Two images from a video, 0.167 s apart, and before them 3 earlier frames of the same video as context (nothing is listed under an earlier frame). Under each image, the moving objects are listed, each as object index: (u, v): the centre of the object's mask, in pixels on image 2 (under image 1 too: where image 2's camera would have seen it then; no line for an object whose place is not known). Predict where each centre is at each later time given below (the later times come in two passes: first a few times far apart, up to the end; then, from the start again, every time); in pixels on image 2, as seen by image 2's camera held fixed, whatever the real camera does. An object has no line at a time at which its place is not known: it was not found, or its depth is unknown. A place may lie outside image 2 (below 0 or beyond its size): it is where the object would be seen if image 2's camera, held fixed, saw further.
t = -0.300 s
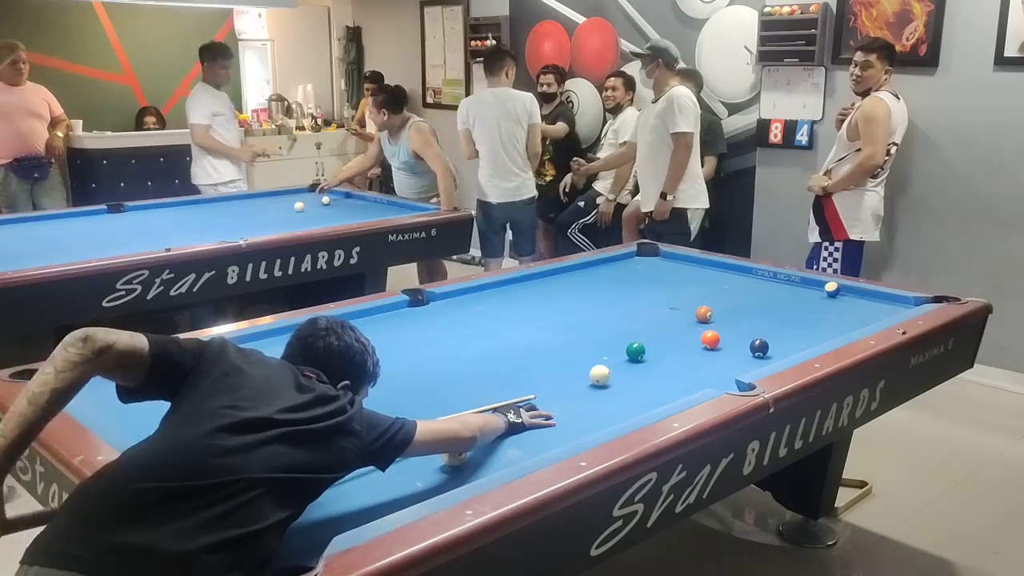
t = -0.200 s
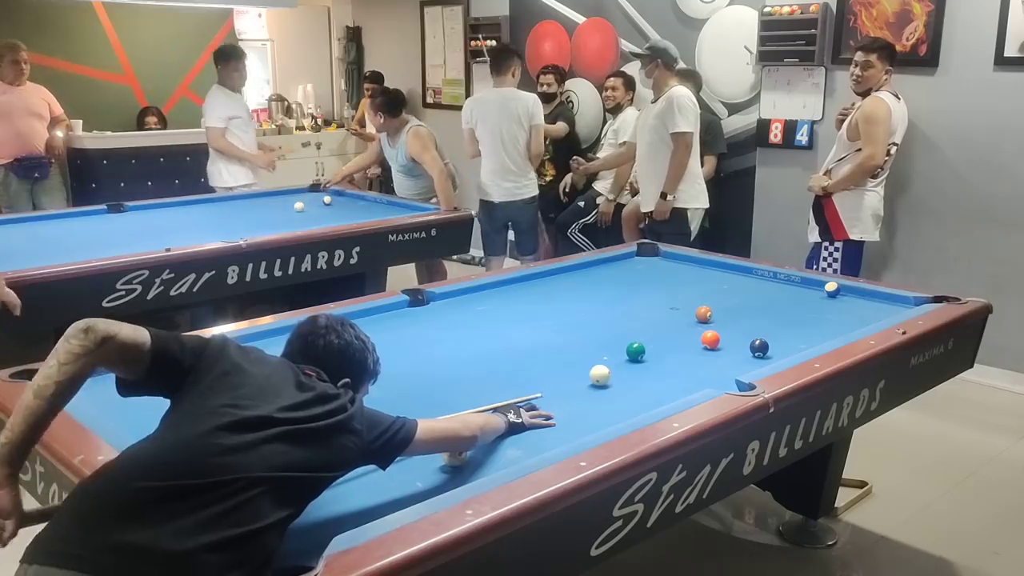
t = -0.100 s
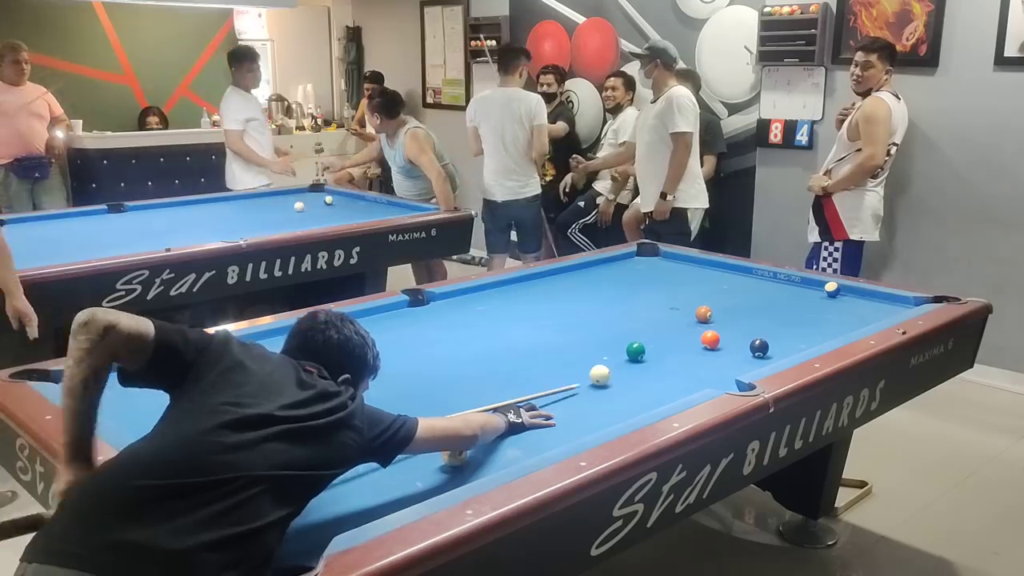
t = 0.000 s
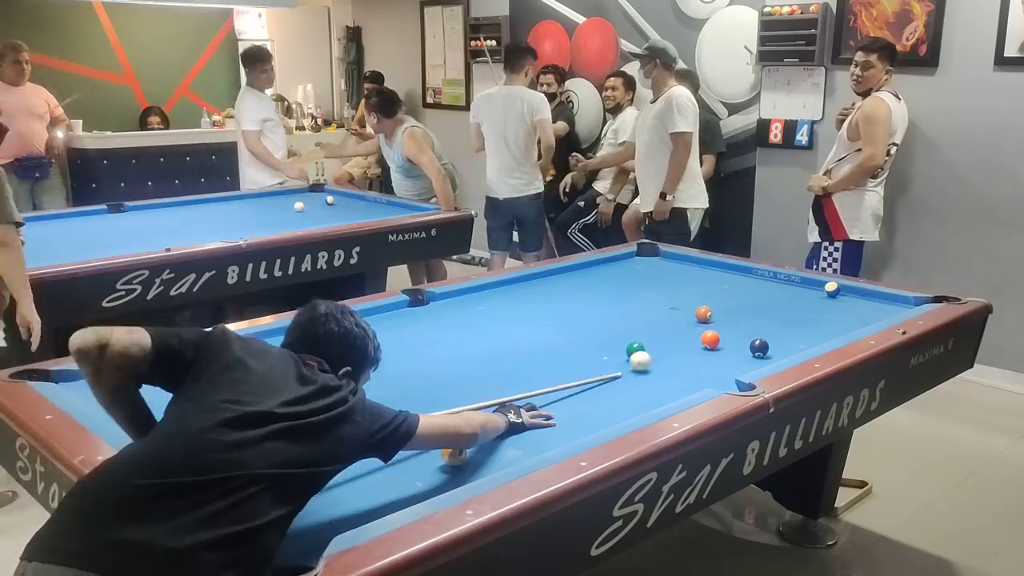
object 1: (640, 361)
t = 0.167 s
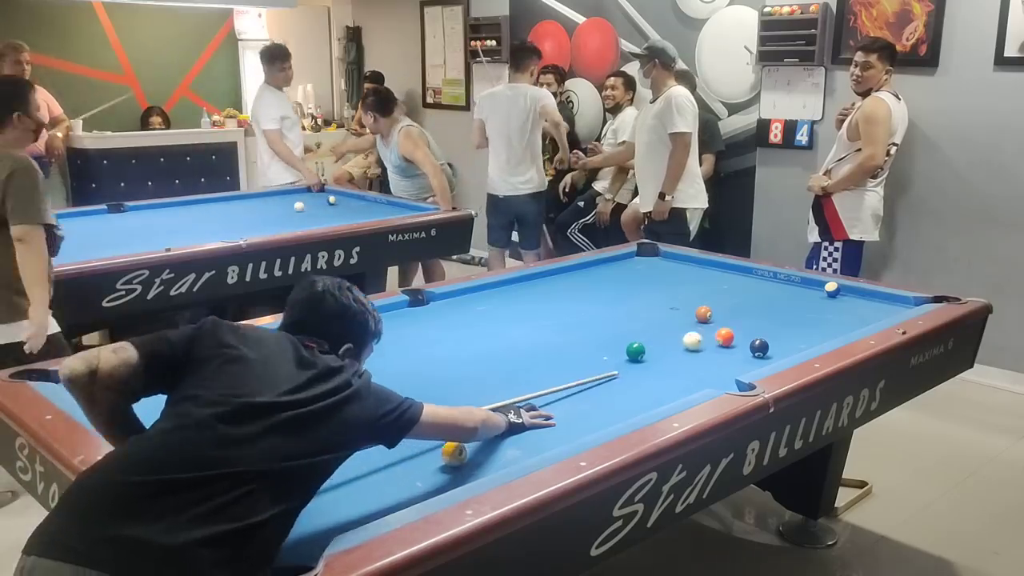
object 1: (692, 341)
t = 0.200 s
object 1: (689, 340)
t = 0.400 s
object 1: (673, 337)
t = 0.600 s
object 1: (658, 333)
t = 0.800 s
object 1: (645, 330)
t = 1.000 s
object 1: (632, 327)
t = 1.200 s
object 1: (621, 325)
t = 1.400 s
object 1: (611, 323)
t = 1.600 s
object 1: (602, 321)
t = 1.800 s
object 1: (594, 319)
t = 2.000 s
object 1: (587, 317)
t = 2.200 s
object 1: (580, 316)
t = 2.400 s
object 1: (575, 315)
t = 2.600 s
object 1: (571, 313)
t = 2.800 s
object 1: (567, 312)
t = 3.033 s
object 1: (563, 312)
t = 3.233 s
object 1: (561, 311)
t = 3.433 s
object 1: (560, 311)
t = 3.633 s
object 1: (560, 311)
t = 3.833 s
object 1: (560, 311)
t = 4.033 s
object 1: (560, 311)
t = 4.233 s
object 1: (560, 311)
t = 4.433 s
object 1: (560, 311)
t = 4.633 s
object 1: (560, 311)
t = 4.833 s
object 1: (560, 311)
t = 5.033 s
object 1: (560, 311)
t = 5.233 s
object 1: (560, 311)
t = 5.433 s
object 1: (560, 311)
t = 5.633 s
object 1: (560, 311)
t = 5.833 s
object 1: (560, 311)
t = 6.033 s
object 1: (560, 311)
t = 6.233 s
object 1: (560, 311)
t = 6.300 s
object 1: (560, 311)
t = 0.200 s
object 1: (689, 340)
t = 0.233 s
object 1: (686, 340)
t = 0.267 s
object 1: (684, 339)
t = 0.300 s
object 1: (681, 338)
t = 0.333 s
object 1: (678, 338)
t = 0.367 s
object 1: (676, 337)
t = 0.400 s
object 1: (673, 337)
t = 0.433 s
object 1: (670, 336)
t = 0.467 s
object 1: (668, 335)
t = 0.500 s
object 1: (666, 335)
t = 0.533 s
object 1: (663, 334)
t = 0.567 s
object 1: (661, 334)
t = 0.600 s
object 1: (658, 333)
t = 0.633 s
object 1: (656, 333)
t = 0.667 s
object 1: (654, 332)
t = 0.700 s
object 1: (651, 332)
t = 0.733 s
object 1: (649, 331)
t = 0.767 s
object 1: (647, 331)
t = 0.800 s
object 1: (645, 330)
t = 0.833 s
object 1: (643, 330)
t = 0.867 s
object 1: (641, 329)
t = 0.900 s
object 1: (638, 329)
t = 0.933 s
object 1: (636, 328)
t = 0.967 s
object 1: (634, 328)
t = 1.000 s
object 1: (632, 327)
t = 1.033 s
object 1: (630, 327)
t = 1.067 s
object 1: (628, 327)
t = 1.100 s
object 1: (627, 326)
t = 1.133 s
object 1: (625, 326)
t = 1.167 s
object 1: (623, 325)
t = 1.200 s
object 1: (621, 325)
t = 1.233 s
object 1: (619, 325)
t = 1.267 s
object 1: (618, 324)
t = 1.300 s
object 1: (616, 324)
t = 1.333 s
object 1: (614, 324)
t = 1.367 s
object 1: (613, 323)
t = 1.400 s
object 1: (611, 323)
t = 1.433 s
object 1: (609, 322)
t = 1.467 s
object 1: (608, 322)
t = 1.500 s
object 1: (606, 322)
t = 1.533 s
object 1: (605, 321)
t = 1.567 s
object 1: (603, 321)
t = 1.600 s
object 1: (602, 321)
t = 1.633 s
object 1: (601, 320)
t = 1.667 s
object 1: (599, 320)
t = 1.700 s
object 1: (598, 320)
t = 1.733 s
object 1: (596, 319)
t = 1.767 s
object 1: (595, 319)
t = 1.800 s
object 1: (594, 319)
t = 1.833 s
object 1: (593, 318)
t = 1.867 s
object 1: (591, 318)
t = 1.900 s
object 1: (590, 318)
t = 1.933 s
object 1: (589, 318)
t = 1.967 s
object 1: (588, 317)
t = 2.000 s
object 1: (587, 317)
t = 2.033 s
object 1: (586, 317)
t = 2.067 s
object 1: (584, 317)
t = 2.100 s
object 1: (583, 316)
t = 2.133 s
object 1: (582, 316)
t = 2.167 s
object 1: (581, 316)
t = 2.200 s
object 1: (580, 316)
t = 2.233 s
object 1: (579, 315)
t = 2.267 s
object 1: (578, 315)
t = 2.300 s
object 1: (578, 315)
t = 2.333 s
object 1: (577, 315)
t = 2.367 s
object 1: (576, 315)
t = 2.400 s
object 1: (575, 315)
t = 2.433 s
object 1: (574, 314)
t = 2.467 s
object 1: (574, 314)
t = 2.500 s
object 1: (573, 314)
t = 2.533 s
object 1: (572, 314)
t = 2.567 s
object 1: (571, 313)
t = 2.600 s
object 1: (571, 313)
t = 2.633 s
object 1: (570, 313)
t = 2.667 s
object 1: (569, 313)
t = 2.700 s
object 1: (569, 313)
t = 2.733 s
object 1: (568, 313)
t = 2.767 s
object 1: (568, 313)
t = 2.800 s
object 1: (567, 312)
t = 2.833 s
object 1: (566, 312)
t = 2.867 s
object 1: (566, 312)
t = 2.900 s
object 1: (565, 312)
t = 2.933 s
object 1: (565, 312)
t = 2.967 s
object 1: (564, 312)
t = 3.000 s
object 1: (564, 312)
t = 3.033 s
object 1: (563, 312)
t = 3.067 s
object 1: (563, 312)
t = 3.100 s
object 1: (563, 311)
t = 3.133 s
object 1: (562, 312)
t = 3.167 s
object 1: (562, 311)
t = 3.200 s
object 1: (562, 311)
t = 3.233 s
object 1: (561, 311)
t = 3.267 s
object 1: (561, 311)
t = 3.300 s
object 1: (561, 311)
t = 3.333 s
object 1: (561, 311)
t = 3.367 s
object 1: (560, 311)
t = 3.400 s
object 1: (560, 311)
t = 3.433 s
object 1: (560, 311)
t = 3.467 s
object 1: (560, 311)
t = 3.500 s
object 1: (560, 311)
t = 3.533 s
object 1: (560, 311)
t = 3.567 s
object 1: (560, 311)
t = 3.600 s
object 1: (560, 311)
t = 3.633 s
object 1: (560, 311)
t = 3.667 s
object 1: (560, 311)
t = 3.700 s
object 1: (560, 311)
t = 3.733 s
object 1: (560, 311)
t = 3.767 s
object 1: (560, 311)
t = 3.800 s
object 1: (560, 311)
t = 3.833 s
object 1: (560, 311)
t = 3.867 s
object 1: (560, 311)
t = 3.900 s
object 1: (560, 311)
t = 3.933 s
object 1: (560, 311)
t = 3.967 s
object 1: (560, 311)
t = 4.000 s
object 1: (560, 311)
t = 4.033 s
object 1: (560, 311)
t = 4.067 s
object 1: (560, 311)
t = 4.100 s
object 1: (560, 311)
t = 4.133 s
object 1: (560, 311)
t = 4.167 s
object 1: (560, 311)
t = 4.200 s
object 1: (560, 311)
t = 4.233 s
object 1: (560, 311)
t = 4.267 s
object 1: (560, 311)
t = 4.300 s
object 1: (560, 311)
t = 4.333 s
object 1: (560, 311)
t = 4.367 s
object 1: (560, 311)
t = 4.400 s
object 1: (560, 311)
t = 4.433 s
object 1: (560, 311)
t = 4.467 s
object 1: (560, 311)
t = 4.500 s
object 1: (560, 311)
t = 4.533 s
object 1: (560, 311)
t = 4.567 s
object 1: (560, 311)
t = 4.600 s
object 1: (560, 311)
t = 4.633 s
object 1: (560, 311)
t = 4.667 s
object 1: (560, 311)
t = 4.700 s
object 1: (560, 311)
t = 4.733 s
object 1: (560, 311)
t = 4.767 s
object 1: (560, 311)
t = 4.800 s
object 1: (560, 311)
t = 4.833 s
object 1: (560, 311)
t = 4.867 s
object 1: (560, 311)
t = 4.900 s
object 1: (560, 311)
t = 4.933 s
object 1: (560, 311)
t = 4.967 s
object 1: (560, 311)
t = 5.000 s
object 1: (560, 311)
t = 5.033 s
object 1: (560, 311)
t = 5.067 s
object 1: (560, 311)
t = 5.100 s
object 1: (560, 311)
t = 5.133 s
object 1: (560, 311)
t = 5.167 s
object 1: (560, 311)
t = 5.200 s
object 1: (560, 311)
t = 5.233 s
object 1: (560, 311)
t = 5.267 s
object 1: (560, 311)
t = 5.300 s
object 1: (560, 311)
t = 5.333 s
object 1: (560, 311)
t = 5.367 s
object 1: (560, 311)
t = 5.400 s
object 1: (560, 311)
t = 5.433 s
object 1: (560, 311)
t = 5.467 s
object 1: (560, 311)
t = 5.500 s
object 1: (560, 311)
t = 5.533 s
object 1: (560, 311)
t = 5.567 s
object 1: (560, 311)
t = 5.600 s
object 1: (560, 311)
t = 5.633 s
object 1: (560, 311)
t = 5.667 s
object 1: (560, 311)
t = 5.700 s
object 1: (560, 311)
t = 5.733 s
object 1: (560, 311)
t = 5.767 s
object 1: (560, 311)
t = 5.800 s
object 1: (560, 311)
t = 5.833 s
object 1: (560, 311)
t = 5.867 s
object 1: (560, 311)
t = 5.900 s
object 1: (560, 311)
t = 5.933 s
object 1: (560, 311)
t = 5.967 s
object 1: (560, 311)
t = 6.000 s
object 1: (560, 311)
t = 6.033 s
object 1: (560, 311)
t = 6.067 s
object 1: (560, 311)
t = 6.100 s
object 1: (560, 311)
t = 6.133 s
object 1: (560, 311)
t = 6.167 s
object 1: (560, 311)
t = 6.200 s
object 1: (560, 311)
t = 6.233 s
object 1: (560, 311)
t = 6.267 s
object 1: (560, 311)
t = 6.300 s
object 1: (560, 311)
